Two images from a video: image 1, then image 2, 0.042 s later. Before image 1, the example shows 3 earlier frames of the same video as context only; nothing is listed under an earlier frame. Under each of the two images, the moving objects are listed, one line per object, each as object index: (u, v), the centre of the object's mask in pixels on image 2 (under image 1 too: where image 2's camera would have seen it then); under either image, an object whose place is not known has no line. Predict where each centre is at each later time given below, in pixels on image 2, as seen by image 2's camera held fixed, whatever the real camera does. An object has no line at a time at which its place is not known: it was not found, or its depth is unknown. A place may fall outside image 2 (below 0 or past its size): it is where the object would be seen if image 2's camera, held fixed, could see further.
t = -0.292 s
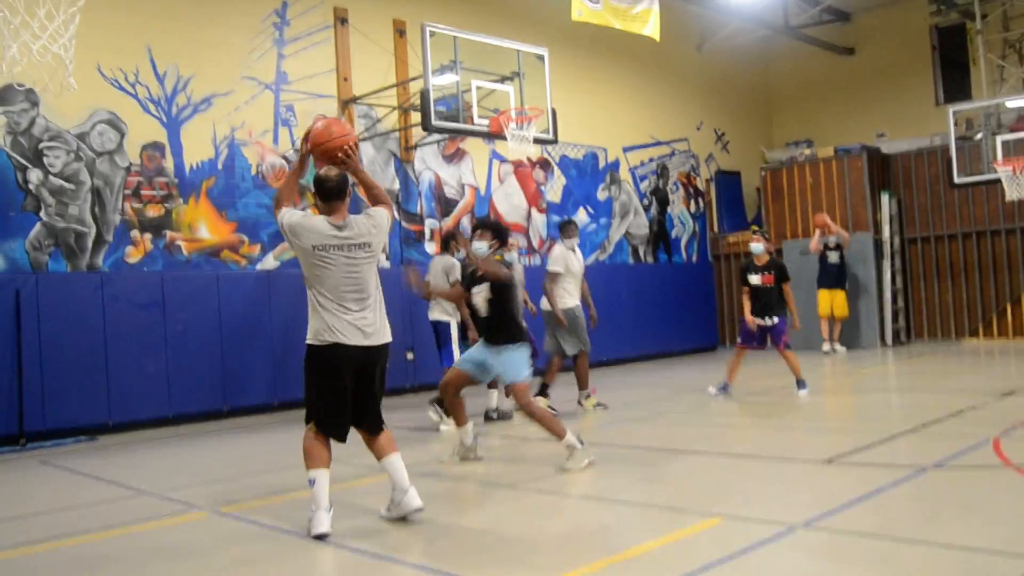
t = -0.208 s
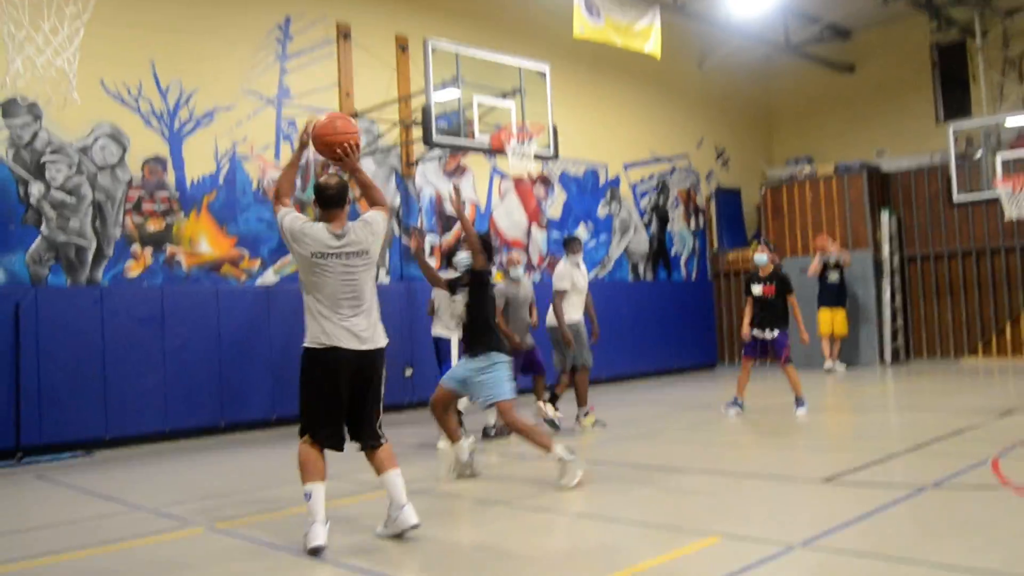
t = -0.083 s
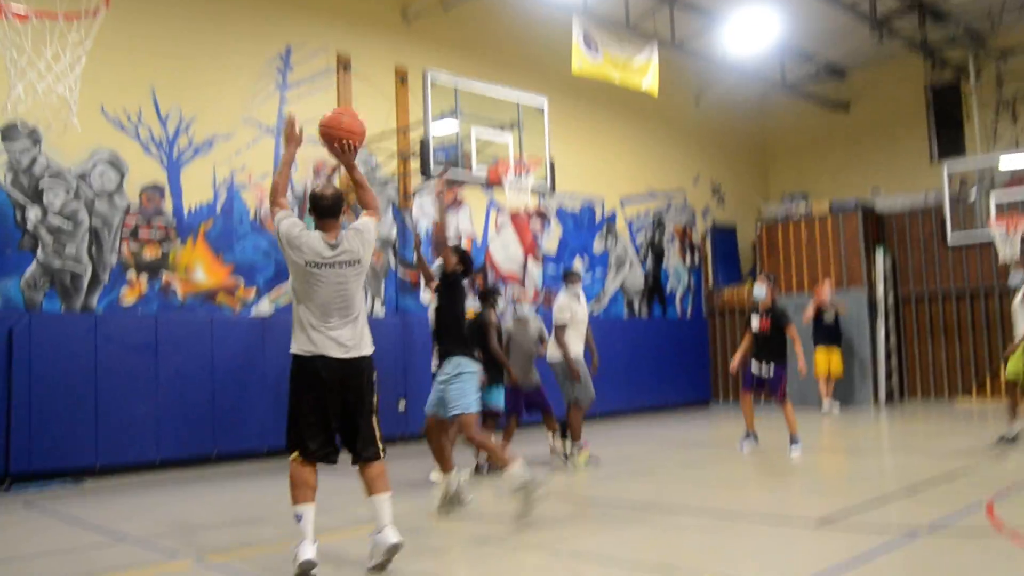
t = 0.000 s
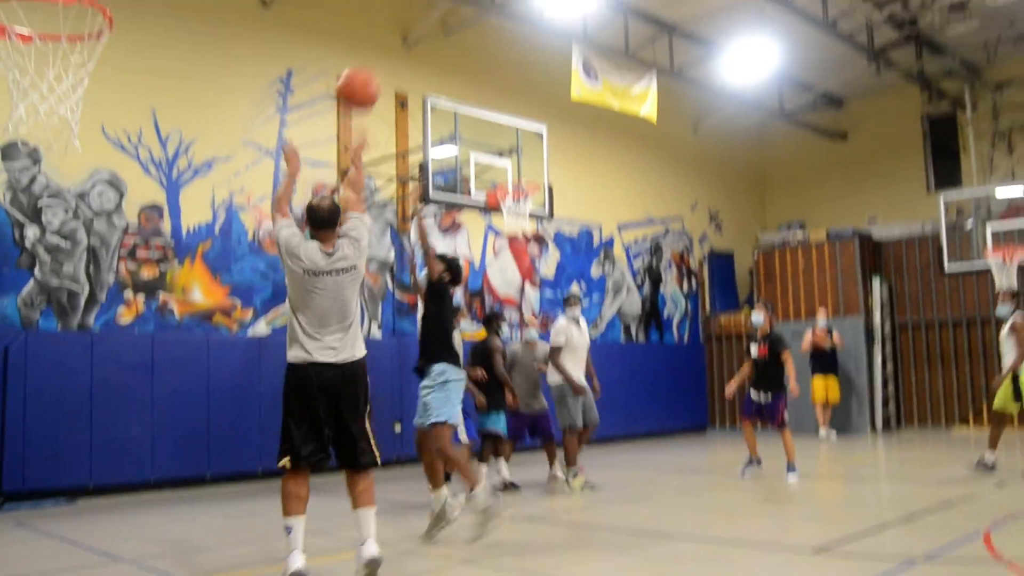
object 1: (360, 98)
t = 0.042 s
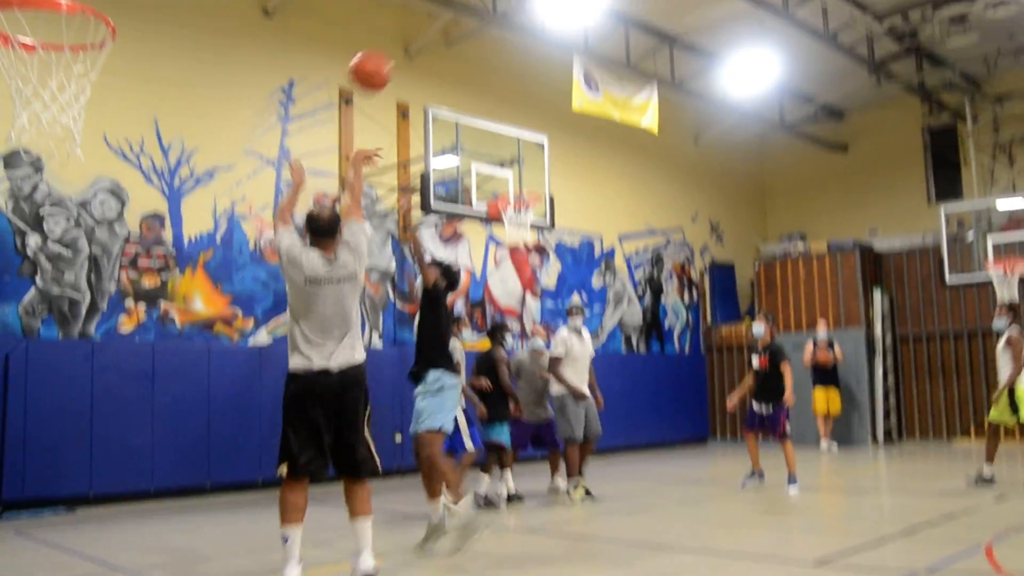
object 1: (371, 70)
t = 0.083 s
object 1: (381, 46)
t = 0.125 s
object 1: (390, 26)
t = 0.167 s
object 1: (398, 8)
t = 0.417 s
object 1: (444, -21)
